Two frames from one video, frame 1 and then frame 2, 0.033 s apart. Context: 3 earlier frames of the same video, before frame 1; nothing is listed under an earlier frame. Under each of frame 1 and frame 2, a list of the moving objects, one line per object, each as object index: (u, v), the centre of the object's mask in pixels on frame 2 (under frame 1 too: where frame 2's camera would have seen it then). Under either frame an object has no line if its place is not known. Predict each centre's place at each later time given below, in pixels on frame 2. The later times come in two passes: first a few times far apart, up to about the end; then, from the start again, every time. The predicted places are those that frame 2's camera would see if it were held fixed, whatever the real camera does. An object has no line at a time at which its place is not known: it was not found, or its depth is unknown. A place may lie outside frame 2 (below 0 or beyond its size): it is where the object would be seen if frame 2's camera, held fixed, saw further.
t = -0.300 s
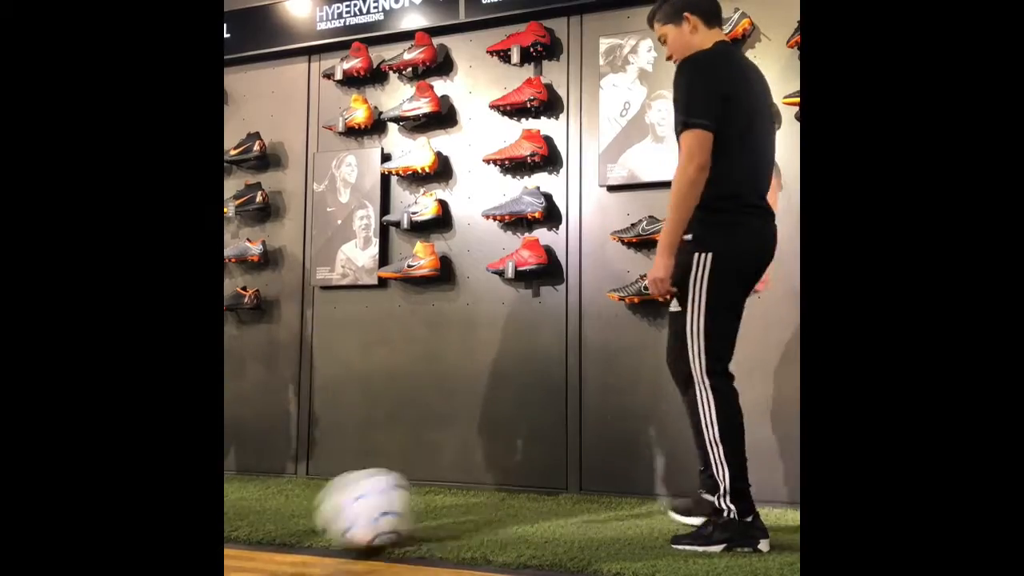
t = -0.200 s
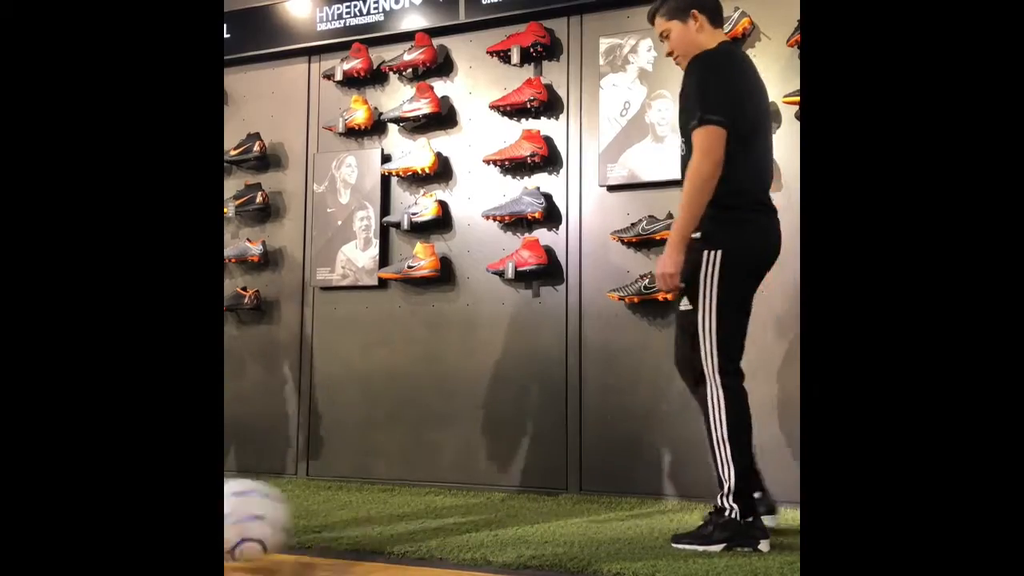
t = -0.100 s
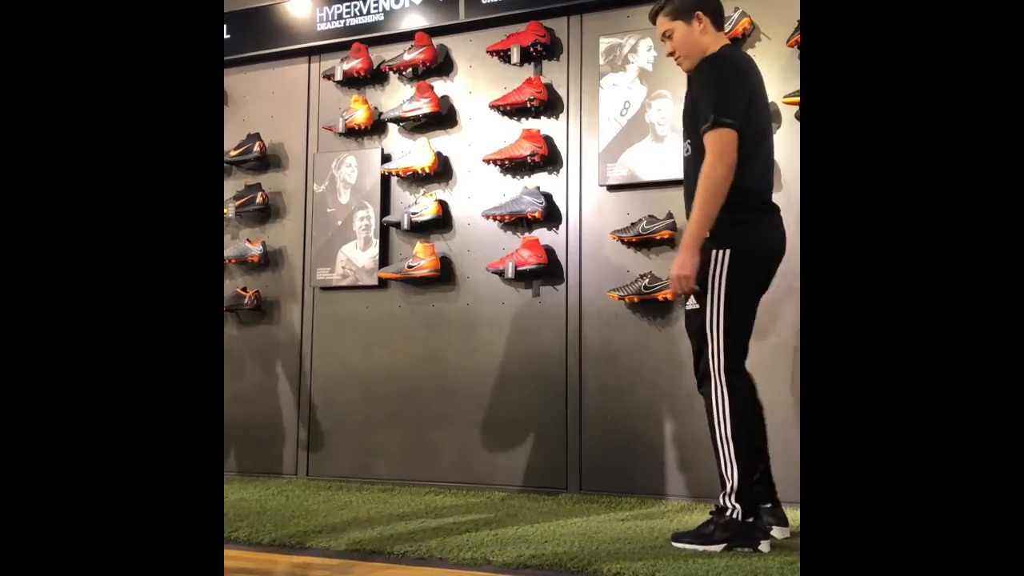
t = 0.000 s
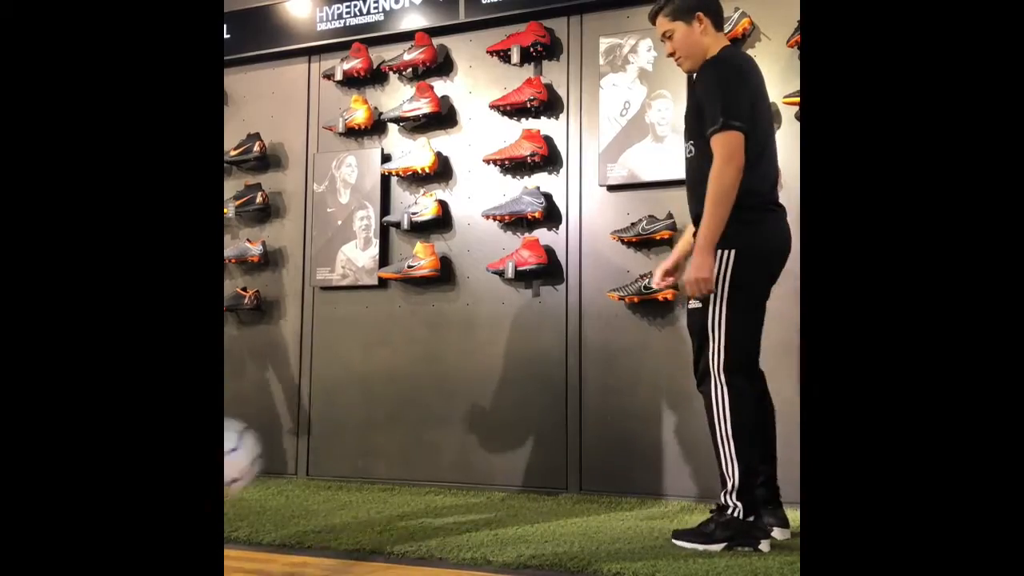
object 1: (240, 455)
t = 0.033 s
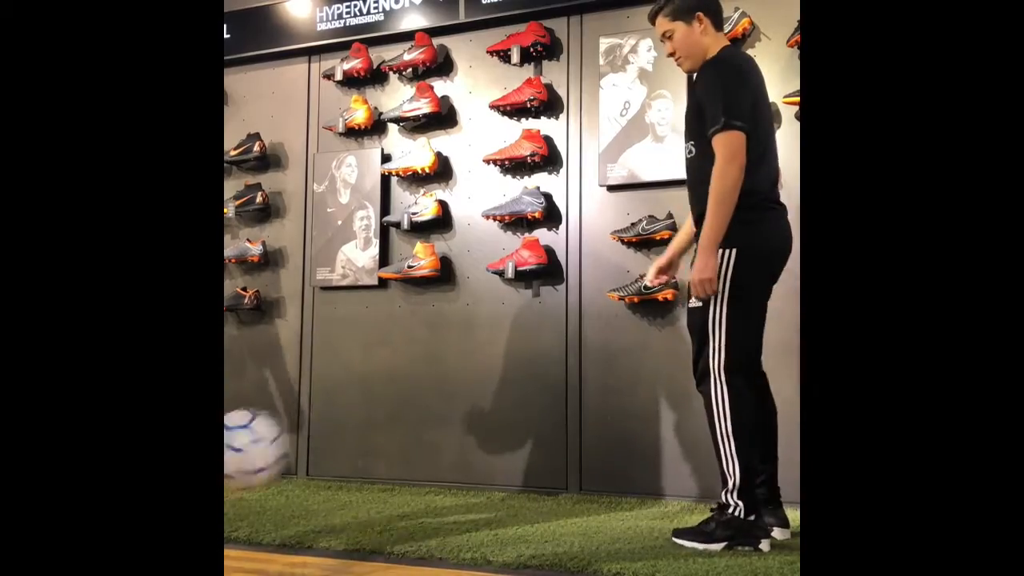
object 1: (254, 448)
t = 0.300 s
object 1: (438, 500)
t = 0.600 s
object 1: (492, 510)
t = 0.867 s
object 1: (541, 508)
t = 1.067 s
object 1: (572, 512)
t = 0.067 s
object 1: (269, 442)
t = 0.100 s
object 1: (294, 440)
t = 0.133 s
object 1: (319, 441)
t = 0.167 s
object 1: (346, 446)
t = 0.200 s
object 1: (369, 455)
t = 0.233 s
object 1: (392, 466)
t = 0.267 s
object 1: (414, 481)
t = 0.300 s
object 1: (438, 500)
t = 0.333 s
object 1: (454, 506)
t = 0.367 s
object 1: (459, 494)
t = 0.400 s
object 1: (465, 486)
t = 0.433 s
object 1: (470, 480)
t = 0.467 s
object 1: (474, 479)
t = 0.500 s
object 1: (479, 482)
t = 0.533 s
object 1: (483, 487)
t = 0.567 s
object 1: (487, 497)
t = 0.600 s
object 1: (492, 510)
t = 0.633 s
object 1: (498, 506)
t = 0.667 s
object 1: (506, 501)
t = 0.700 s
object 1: (512, 499)
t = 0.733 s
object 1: (518, 500)
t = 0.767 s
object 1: (524, 505)
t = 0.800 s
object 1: (529, 512)
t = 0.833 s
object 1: (536, 509)
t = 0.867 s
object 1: (541, 508)
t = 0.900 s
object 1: (546, 510)
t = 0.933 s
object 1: (551, 512)
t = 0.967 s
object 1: (557, 510)
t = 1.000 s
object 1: (562, 511)
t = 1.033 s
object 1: (568, 512)
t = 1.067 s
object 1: (572, 512)
